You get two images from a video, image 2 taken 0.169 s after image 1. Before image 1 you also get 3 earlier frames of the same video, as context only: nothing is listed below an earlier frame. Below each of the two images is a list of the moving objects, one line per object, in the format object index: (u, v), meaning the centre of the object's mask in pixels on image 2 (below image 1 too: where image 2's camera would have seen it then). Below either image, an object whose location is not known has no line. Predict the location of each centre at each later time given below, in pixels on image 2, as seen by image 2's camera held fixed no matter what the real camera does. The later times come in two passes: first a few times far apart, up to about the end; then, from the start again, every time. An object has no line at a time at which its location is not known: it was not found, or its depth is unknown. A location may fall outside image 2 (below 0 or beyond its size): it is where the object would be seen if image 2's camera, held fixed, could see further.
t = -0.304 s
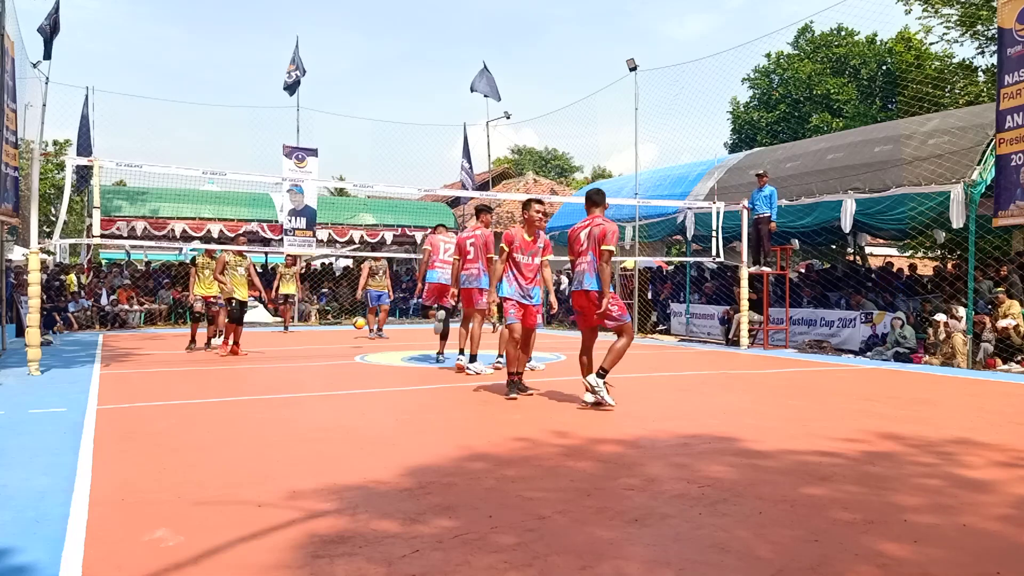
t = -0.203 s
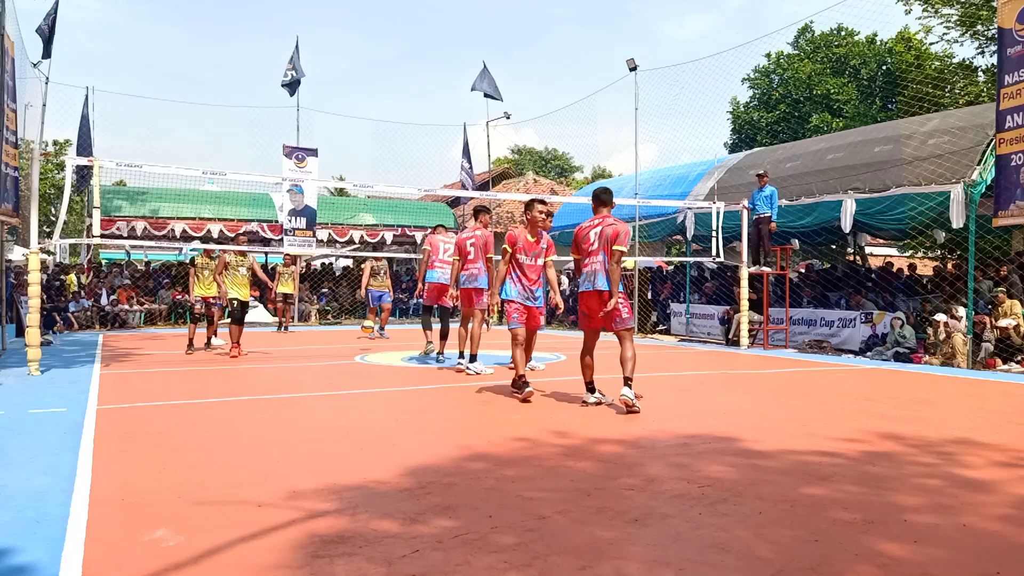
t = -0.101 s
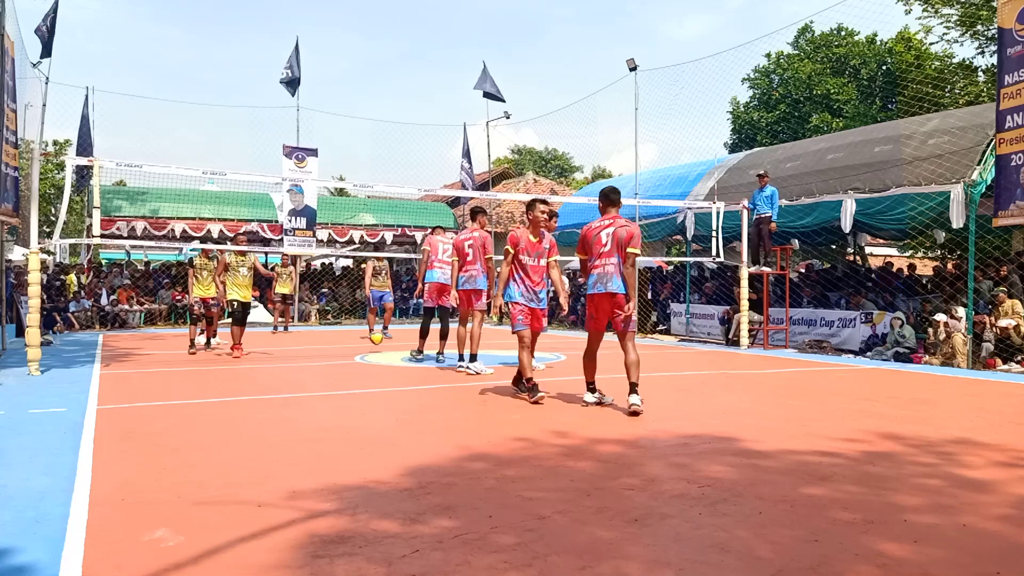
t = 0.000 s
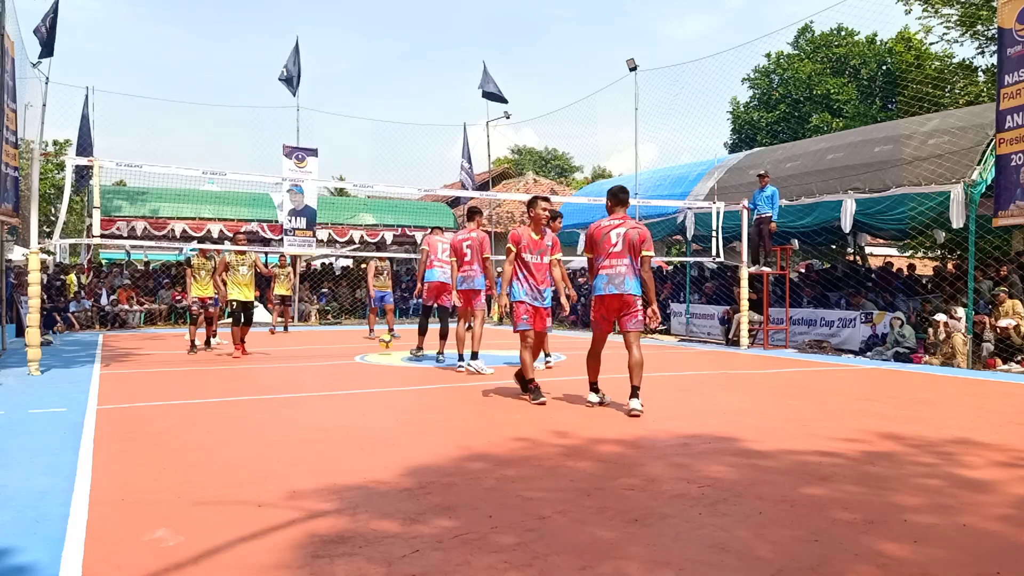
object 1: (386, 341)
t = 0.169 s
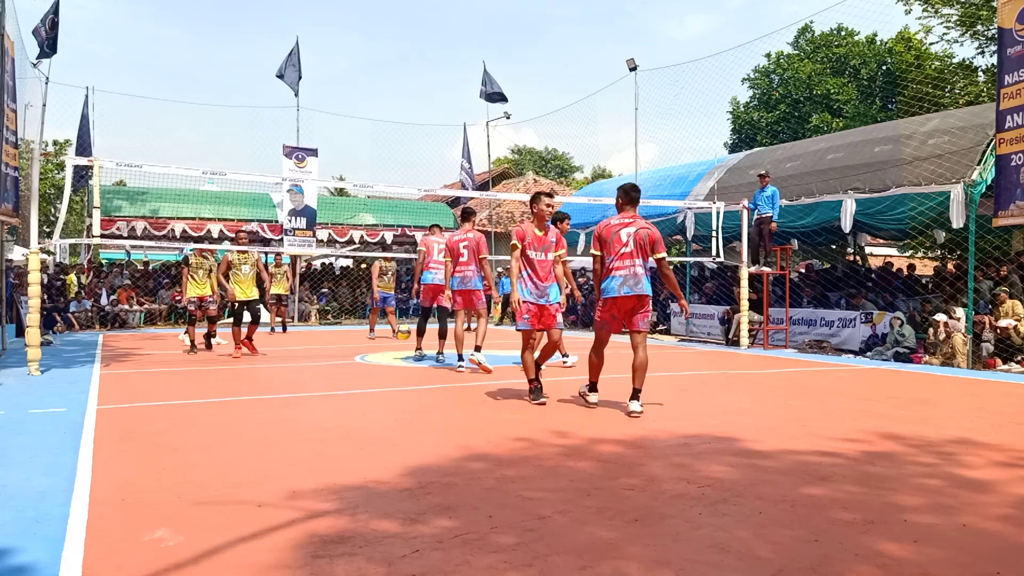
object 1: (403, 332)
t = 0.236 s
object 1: (409, 334)
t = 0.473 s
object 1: (409, 356)
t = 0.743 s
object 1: (419, 351)
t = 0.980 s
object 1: (427, 364)
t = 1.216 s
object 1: (437, 389)
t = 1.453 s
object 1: (449, 388)
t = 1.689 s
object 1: (463, 406)
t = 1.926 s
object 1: (480, 444)
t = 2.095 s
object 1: (498, 473)
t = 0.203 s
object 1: (406, 333)
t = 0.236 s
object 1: (409, 334)
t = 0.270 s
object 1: (408, 335)
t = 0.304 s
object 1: (409, 338)
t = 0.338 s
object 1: (409, 341)
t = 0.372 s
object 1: (408, 346)
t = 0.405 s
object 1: (408, 351)
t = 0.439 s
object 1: (408, 358)
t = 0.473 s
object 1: (409, 356)
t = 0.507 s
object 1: (410, 352)
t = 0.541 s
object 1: (411, 349)
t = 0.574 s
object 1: (413, 347)
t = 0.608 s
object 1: (414, 346)
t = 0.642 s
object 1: (414, 345)
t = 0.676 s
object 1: (416, 346)
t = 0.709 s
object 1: (417, 348)
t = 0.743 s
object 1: (419, 351)
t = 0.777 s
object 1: (419, 356)
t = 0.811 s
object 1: (421, 360)
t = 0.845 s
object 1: (421, 367)
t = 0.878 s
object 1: (423, 373)
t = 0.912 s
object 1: (425, 368)
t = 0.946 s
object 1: (426, 366)
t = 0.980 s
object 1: (427, 364)
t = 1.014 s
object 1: (429, 365)
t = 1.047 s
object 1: (430, 365)
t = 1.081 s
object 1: (431, 367)
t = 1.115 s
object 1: (433, 370)
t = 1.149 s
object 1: (434, 375)
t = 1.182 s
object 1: (435, 381)
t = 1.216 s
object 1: (437, 389)
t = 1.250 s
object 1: (439, 386)
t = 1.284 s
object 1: (440, 382)
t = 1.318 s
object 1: (442, 380)
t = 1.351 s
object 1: (444, 380)
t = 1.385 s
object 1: (446, 381)
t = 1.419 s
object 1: (447, 383)
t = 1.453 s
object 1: (449, 388)
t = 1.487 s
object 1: (451, 393)
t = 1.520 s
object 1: (453, 401)
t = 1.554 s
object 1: (455, 411)
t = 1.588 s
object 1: (457, 409)
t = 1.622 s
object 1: (459, 407)
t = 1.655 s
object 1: (461, 405)
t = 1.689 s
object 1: (463, 406)
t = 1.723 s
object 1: (465, 409)
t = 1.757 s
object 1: (467, 414)
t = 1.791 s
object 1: (470, 421)
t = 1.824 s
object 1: (472, 430)
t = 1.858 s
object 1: (475, 442)
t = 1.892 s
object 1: (478, 445)
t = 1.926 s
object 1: (480, 444)
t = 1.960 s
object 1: (484, 444)
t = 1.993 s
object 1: (487, 447)
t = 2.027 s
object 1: (490, 453)
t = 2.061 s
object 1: (494, 461)
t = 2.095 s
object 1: (498, 473)
